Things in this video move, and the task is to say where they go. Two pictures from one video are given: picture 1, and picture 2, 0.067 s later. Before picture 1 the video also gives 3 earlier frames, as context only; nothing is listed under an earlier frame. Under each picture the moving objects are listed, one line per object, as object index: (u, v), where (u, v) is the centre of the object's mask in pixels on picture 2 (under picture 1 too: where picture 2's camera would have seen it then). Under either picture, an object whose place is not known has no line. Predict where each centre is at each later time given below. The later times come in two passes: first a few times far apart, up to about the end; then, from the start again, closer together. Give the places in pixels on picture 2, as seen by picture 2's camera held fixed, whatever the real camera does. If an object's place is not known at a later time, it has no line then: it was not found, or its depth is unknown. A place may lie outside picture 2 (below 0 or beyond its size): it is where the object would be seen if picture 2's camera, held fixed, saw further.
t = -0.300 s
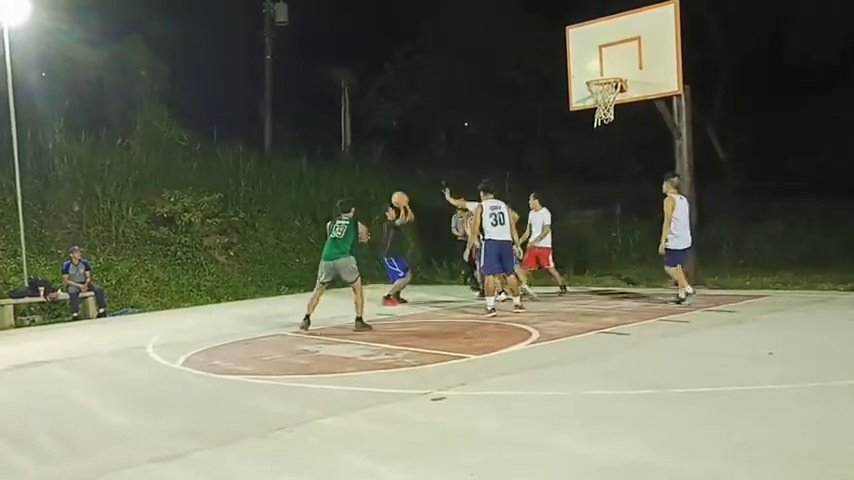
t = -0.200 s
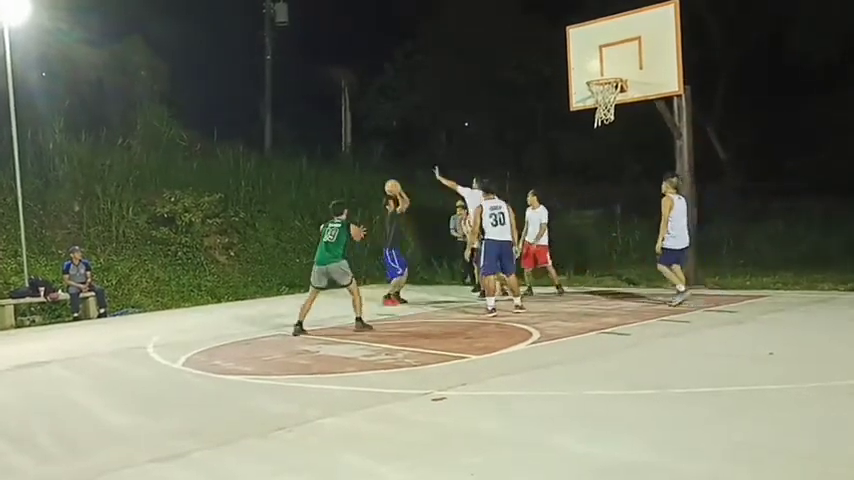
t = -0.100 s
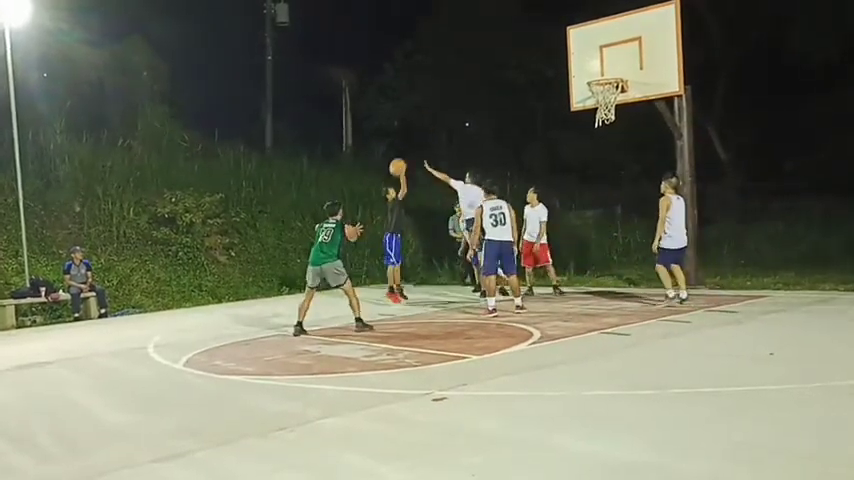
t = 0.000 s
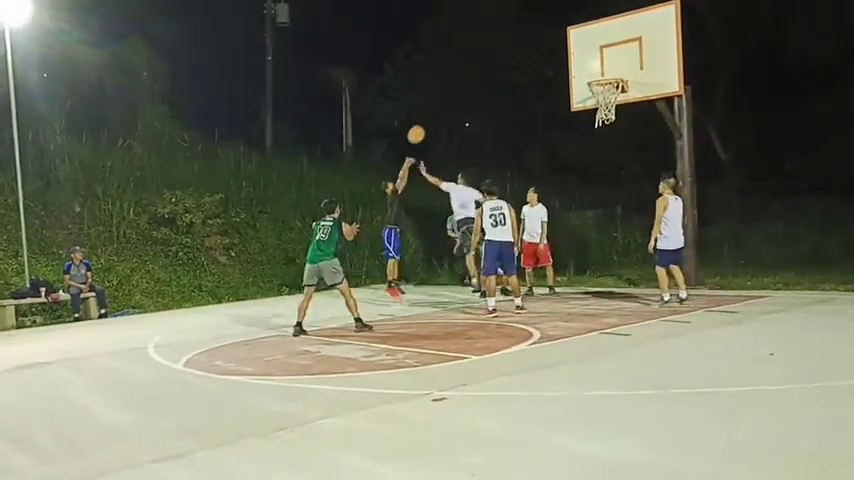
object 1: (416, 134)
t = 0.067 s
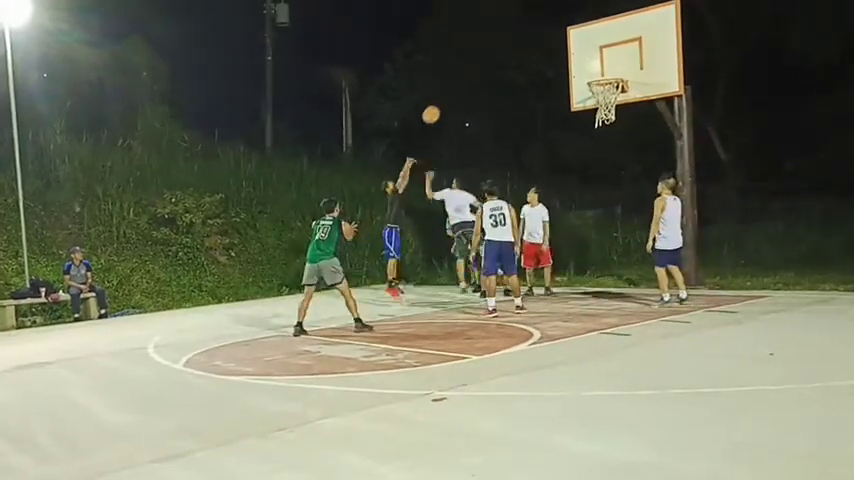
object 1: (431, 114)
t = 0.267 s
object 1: (479, 71)
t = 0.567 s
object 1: (559, 52)
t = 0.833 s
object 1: (608, 68)
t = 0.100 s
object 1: (438, 105)
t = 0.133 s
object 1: (446, 97)
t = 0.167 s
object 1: (454, 89)
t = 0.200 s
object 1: (462, 83)
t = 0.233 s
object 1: (470, 76)
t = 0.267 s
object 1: (479, 71)
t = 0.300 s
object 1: (488, 66)
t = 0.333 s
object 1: (496, 62)
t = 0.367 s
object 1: (505, 58)
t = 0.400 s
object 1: (514, 55)
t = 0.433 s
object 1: (523, 53)
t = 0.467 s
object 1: (532, 52)
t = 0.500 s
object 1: (541, 51)
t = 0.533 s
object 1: (550, 51)
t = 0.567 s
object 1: (559, 52)
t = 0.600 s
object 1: (568, 54)
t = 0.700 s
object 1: (598, 64)
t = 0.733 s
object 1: (604, 68)
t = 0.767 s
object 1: (608, 72)
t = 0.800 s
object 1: (608, 71)
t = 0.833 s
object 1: (608, 68)
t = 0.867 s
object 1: (608, 66)
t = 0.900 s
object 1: (608, 65)
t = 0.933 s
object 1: (608, 64)
